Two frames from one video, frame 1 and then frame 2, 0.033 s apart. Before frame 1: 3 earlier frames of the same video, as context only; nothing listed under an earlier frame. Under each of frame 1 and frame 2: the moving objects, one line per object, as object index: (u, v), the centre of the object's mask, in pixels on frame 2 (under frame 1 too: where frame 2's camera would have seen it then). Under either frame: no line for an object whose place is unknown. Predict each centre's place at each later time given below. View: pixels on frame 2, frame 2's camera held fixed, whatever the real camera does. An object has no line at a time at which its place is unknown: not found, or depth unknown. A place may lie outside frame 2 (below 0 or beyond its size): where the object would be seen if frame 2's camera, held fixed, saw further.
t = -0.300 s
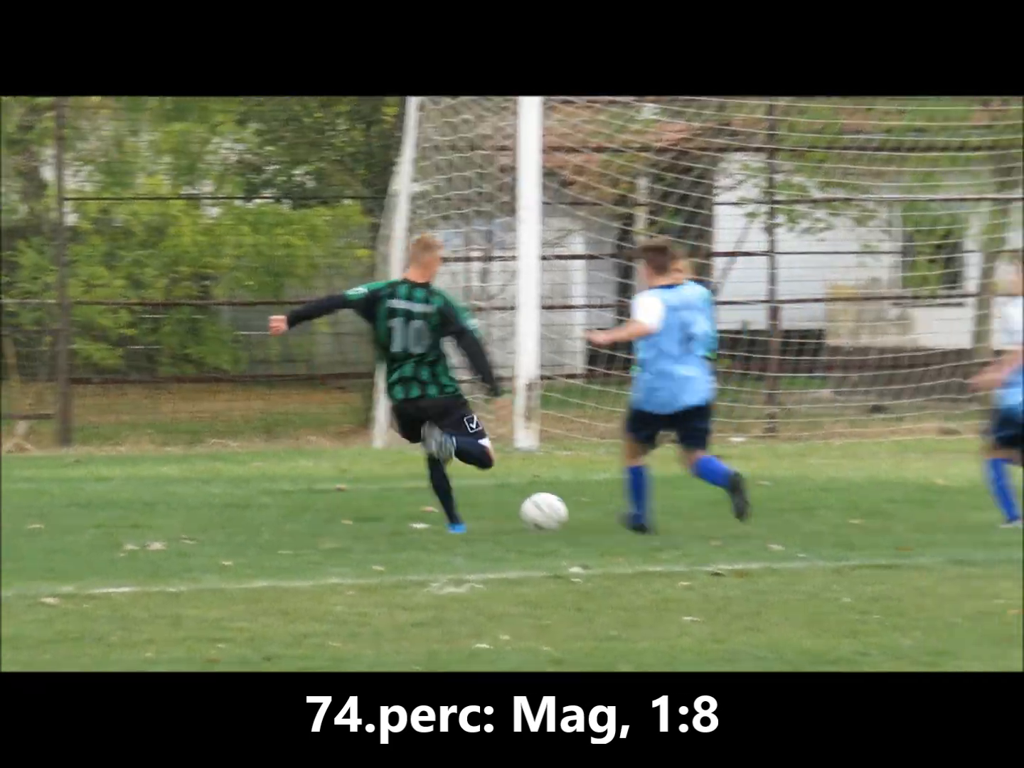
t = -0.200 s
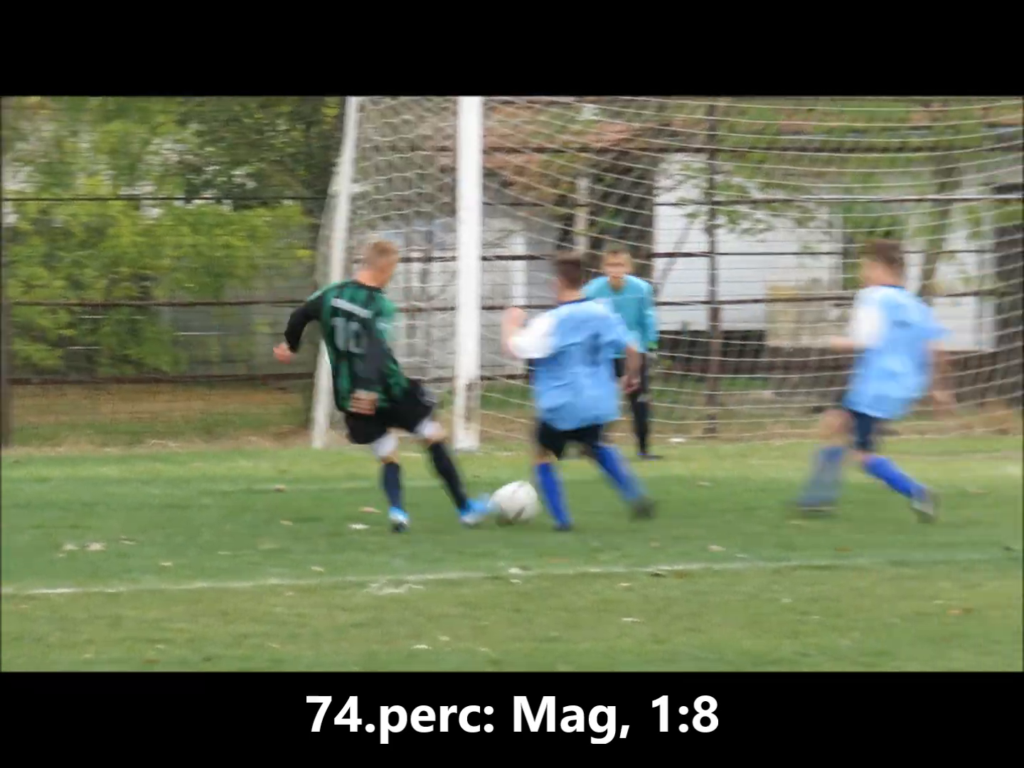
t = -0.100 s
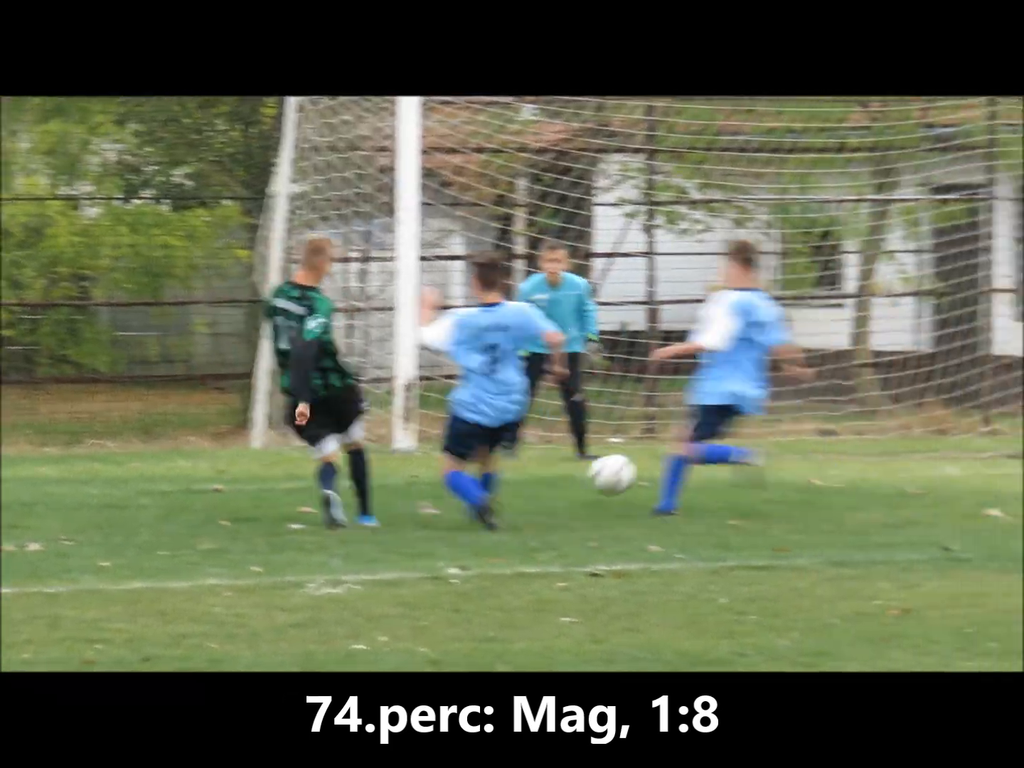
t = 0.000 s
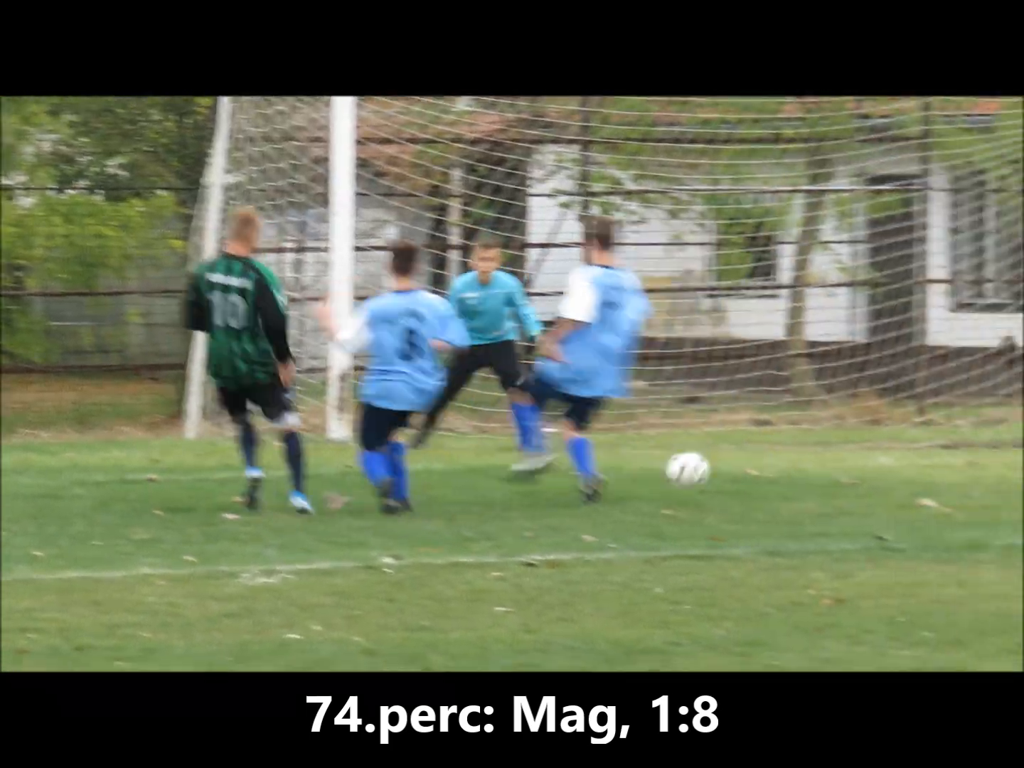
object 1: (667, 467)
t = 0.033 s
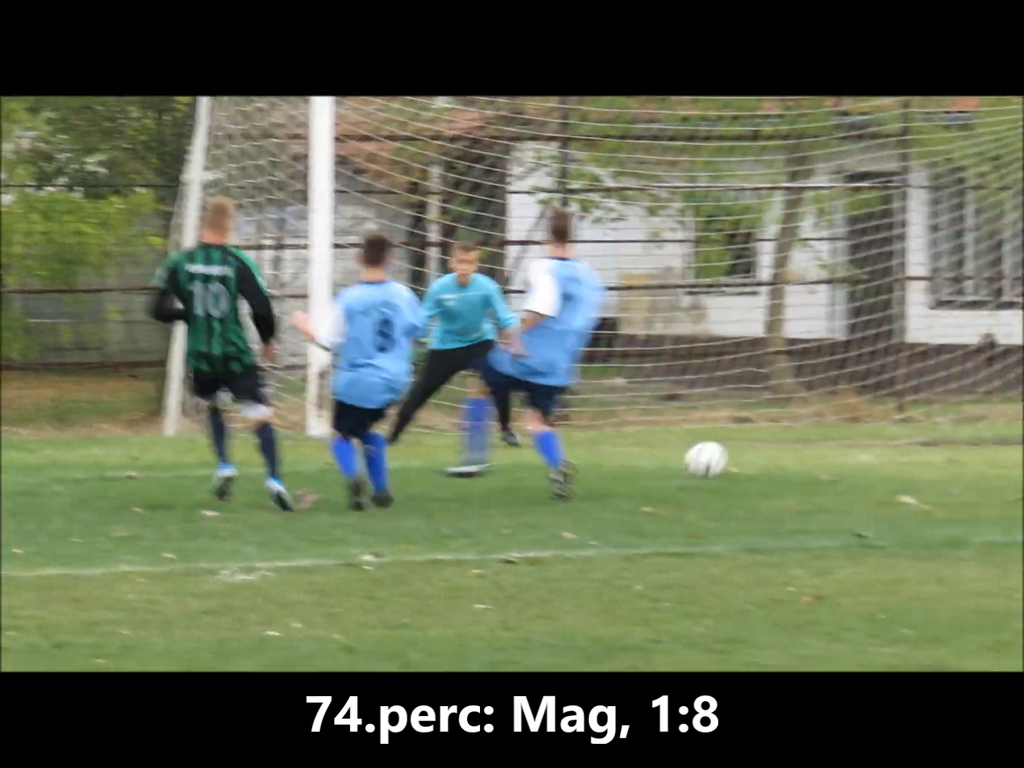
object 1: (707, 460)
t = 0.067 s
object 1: (742, 454)
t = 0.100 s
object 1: (777, 449)
